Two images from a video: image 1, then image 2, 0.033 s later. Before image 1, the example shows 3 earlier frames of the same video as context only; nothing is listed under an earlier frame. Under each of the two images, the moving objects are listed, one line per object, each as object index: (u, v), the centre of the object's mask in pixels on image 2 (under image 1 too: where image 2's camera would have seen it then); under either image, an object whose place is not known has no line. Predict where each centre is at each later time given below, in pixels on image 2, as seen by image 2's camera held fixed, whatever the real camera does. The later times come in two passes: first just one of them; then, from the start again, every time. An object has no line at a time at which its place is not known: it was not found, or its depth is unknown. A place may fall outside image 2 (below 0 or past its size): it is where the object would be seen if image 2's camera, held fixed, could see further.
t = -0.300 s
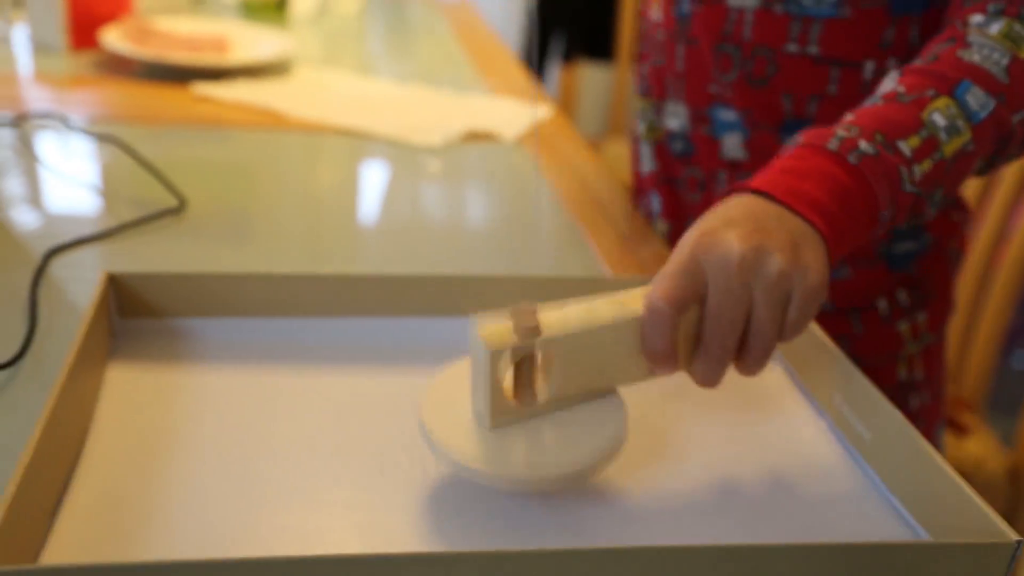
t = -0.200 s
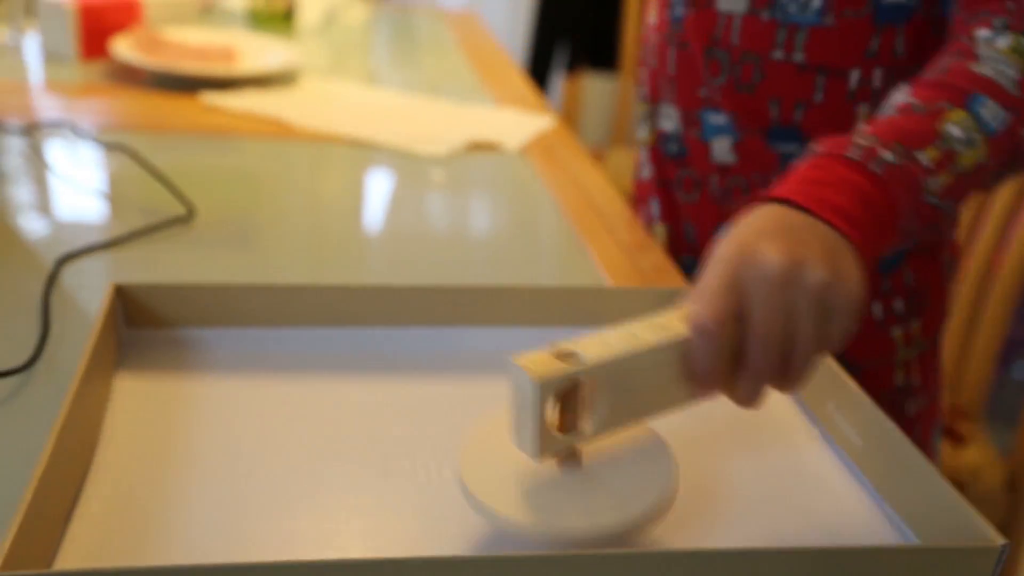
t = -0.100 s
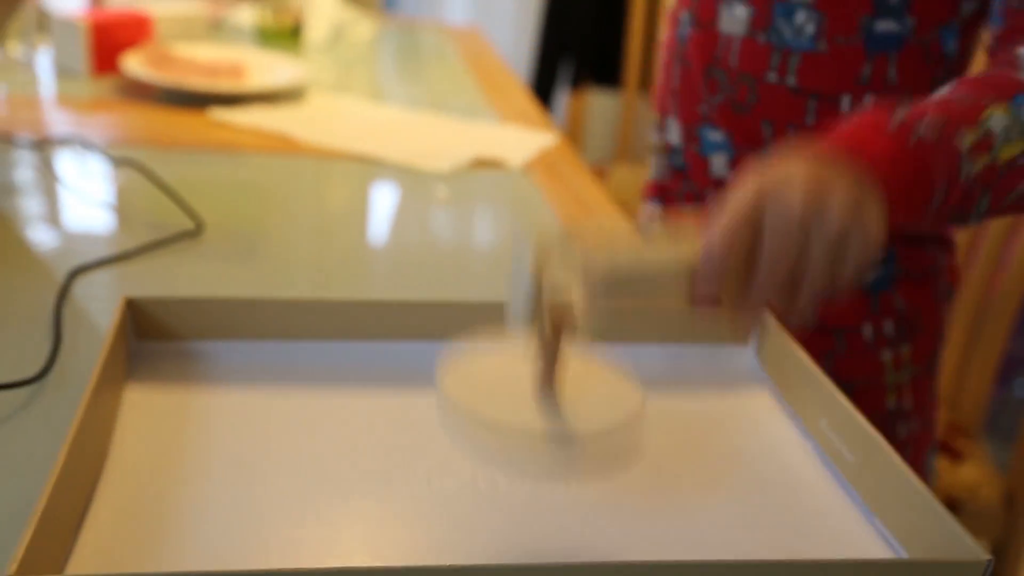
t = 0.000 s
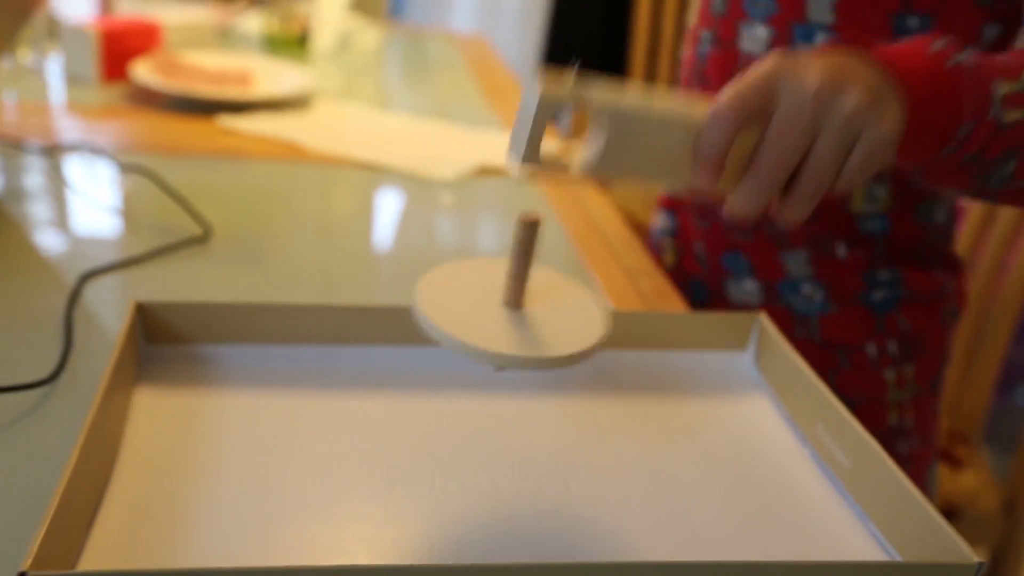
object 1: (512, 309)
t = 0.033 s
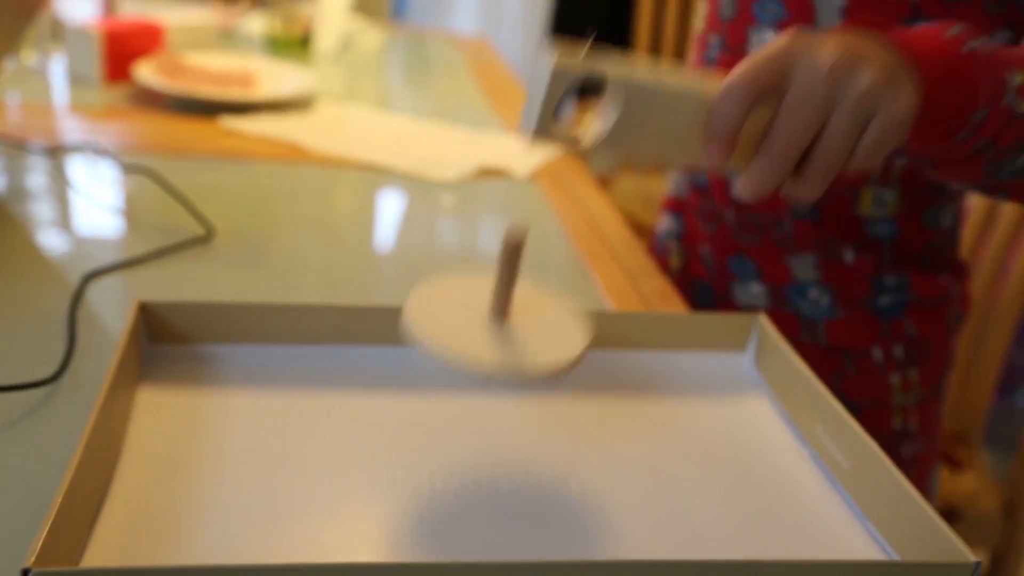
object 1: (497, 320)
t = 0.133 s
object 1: (449, 364)
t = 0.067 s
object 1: (482, 356)
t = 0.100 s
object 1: (465, 370)
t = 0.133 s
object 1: (449, 364)
